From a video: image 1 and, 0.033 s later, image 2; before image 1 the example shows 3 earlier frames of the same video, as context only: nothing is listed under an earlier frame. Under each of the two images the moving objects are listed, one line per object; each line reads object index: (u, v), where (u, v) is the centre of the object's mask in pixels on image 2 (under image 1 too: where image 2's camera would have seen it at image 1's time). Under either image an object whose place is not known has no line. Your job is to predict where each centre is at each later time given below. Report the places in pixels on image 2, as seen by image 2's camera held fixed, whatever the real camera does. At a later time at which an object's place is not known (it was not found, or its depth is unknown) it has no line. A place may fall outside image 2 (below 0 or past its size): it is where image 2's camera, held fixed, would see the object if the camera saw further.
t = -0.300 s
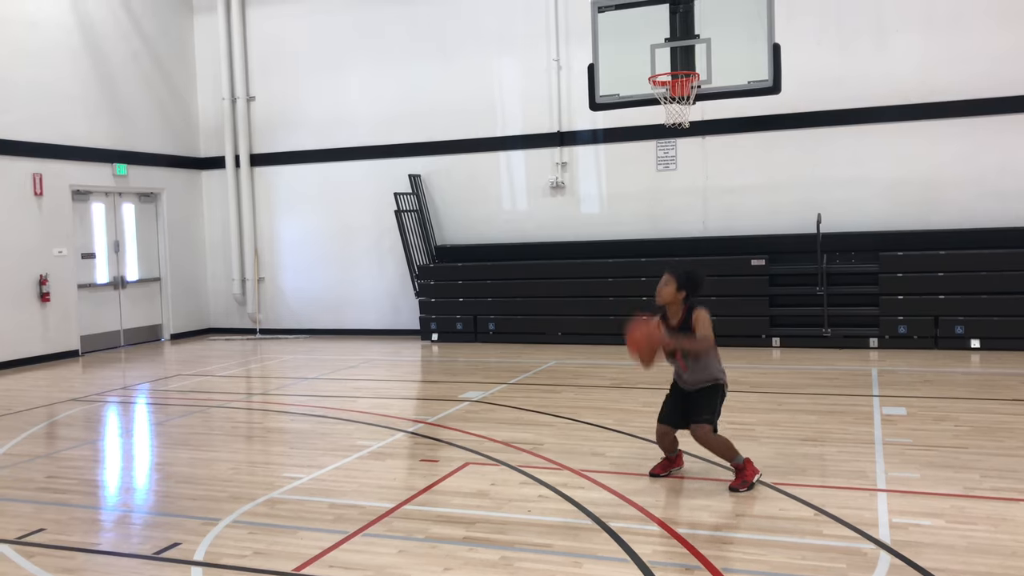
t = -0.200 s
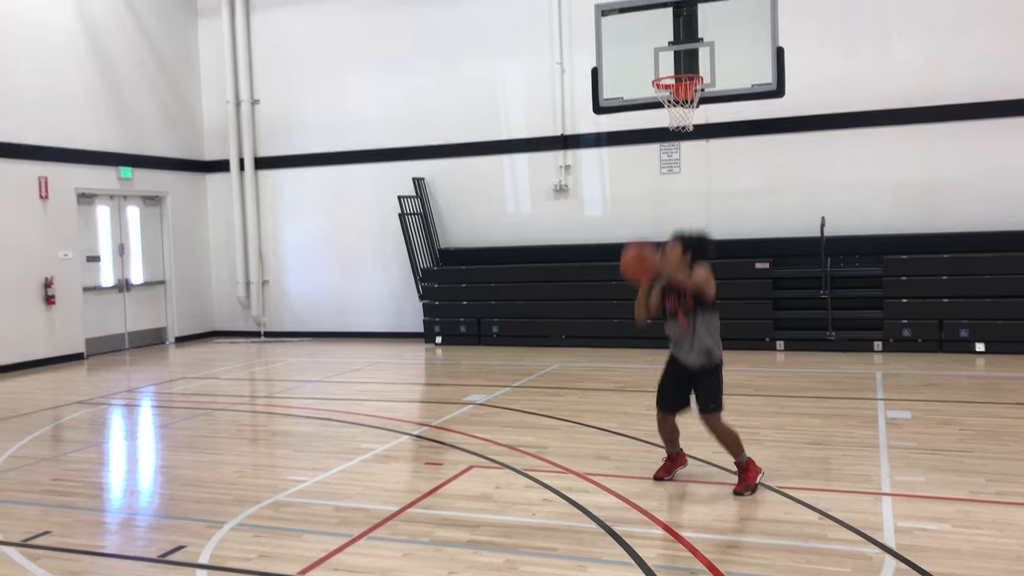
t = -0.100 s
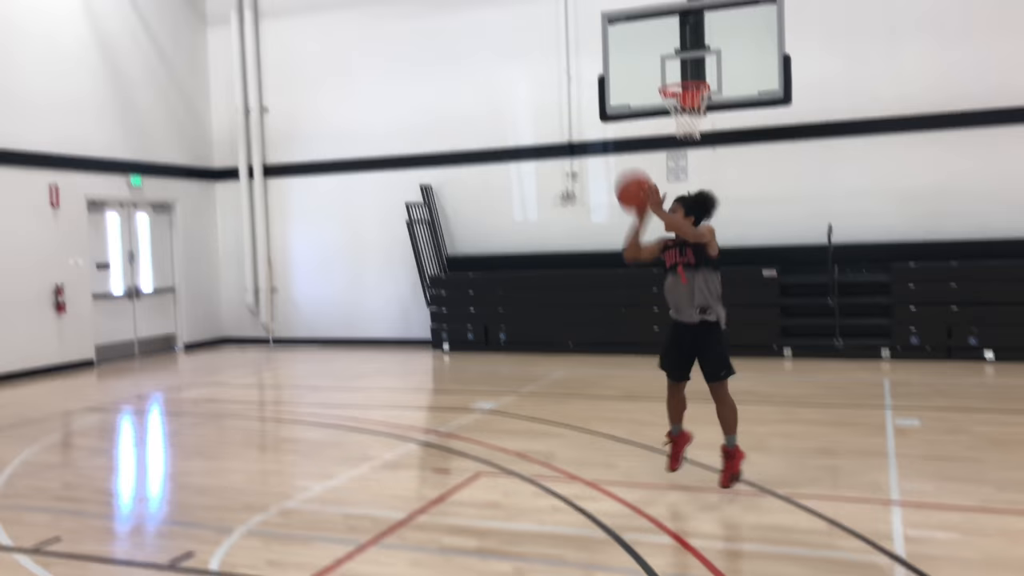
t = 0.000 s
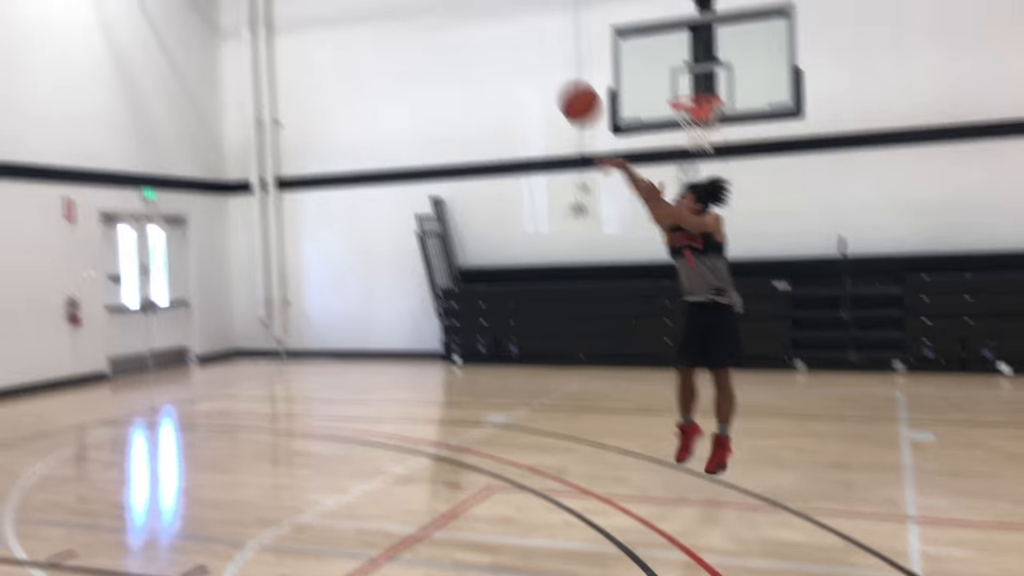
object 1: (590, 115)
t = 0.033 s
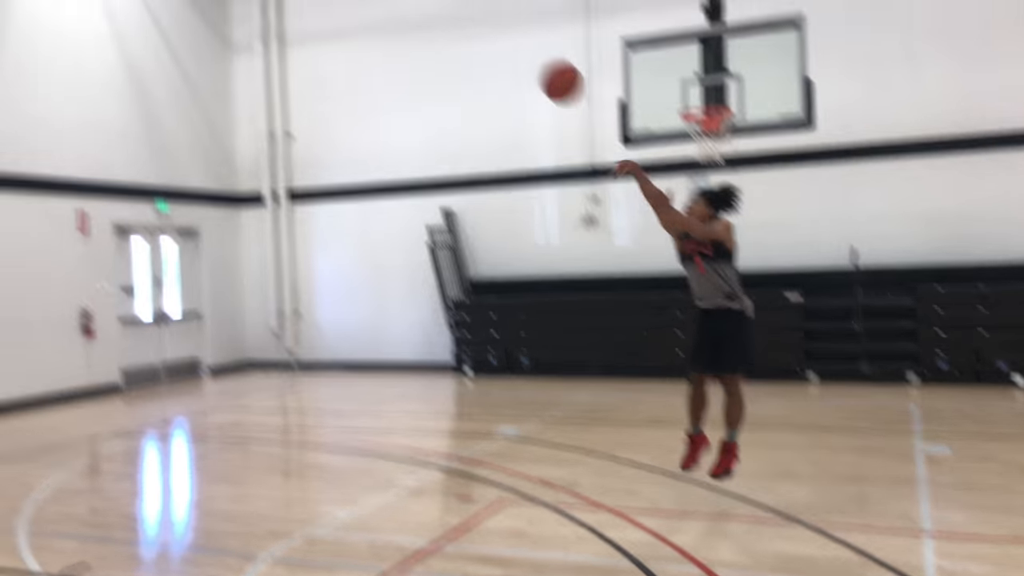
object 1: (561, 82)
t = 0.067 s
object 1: (532, 49)
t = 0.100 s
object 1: (502, 17)
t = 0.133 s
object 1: (472, -13)
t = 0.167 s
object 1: (440, -40)
